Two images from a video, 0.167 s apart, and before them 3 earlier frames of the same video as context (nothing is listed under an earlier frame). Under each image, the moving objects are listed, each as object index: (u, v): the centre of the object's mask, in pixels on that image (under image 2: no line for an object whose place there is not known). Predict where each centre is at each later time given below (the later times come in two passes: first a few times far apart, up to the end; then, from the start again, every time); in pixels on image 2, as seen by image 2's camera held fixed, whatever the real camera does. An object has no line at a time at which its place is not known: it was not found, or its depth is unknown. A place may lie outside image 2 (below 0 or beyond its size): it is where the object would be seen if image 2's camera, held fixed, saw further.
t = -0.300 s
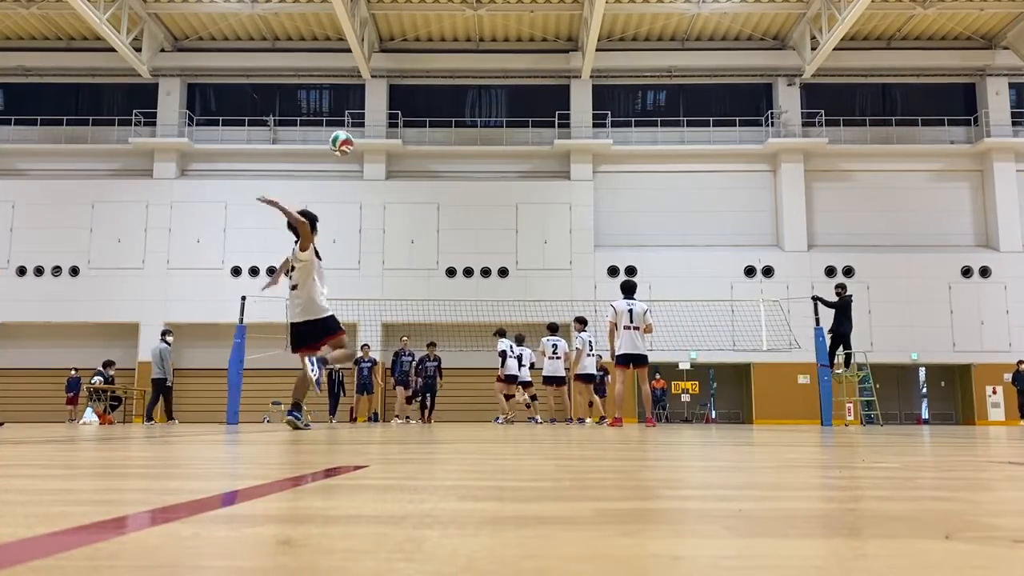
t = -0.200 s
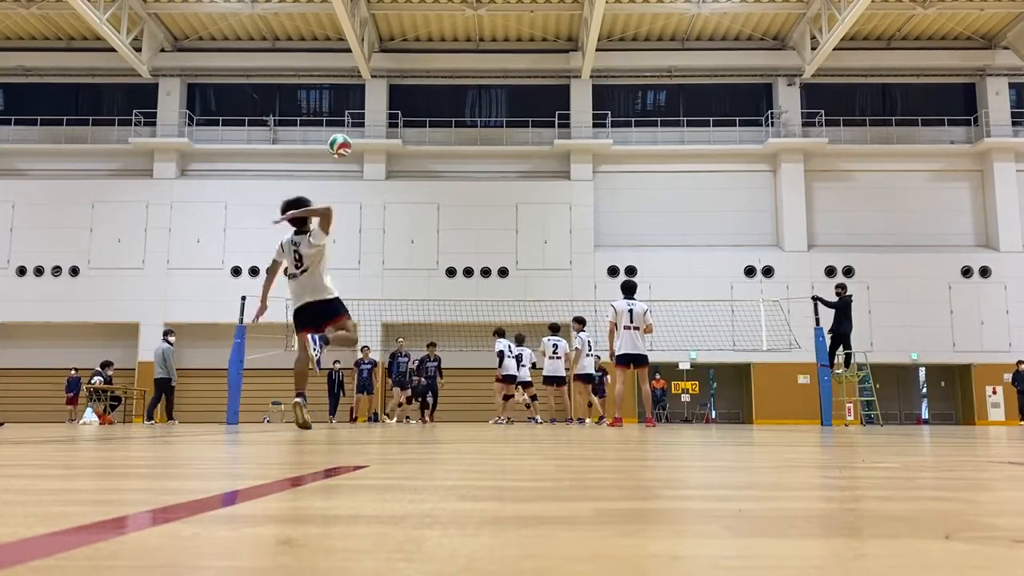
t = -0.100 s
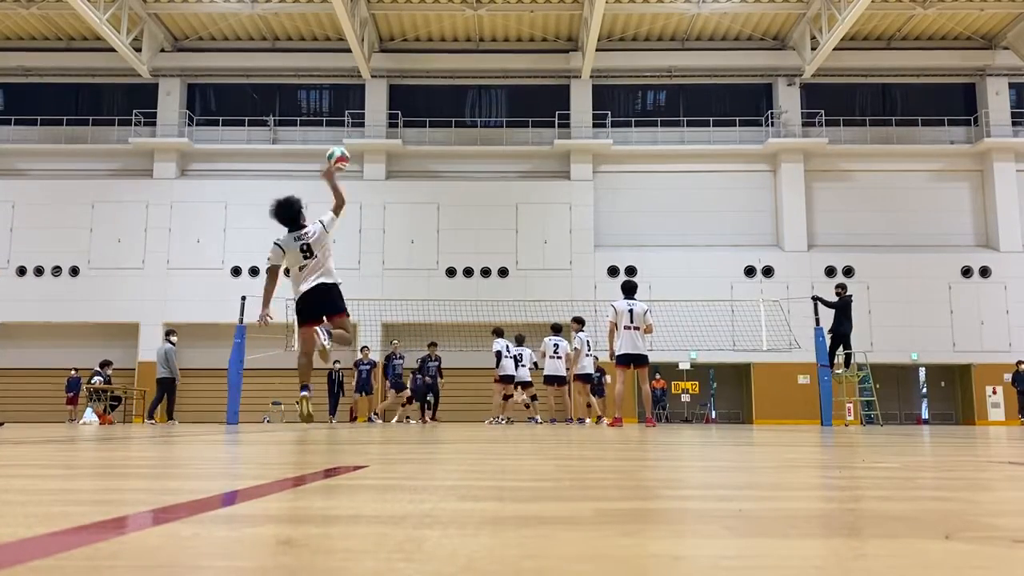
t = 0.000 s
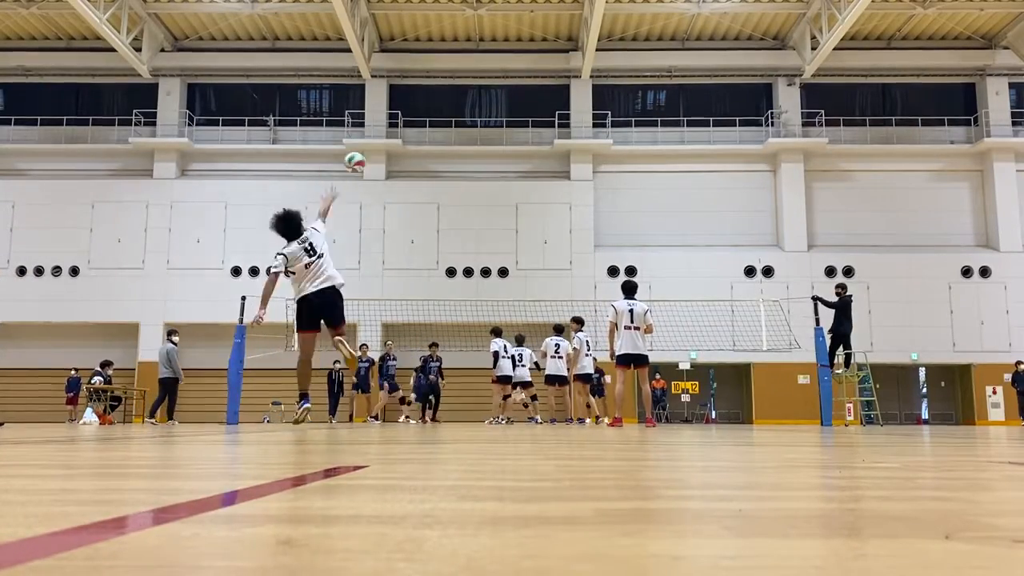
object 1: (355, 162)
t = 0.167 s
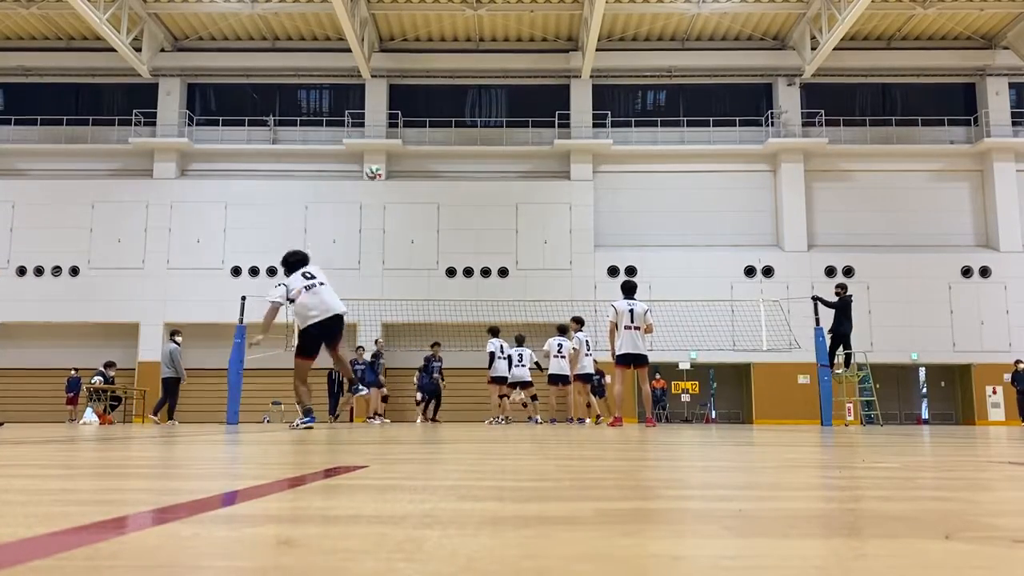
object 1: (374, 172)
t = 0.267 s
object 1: (380, 183)
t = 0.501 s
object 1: (388, 220)
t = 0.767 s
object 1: (392, 272)
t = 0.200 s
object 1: (376, 175)
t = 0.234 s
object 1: (379, 179)
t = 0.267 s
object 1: (380, 183)
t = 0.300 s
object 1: (382, 188)
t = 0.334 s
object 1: (383, 193)
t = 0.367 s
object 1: (384, 198)
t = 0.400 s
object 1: (386, 203)
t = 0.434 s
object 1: (386, 209)
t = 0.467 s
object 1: (388, 215)
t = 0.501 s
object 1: (388, 220)
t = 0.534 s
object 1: (389, 226)
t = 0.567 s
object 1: (389, 232)
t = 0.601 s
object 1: (390, 238)
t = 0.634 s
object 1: (390, 244)
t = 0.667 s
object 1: (391, 251)
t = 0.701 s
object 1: (391, 258)
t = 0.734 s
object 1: (391, 265)
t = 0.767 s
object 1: (392, 272)
